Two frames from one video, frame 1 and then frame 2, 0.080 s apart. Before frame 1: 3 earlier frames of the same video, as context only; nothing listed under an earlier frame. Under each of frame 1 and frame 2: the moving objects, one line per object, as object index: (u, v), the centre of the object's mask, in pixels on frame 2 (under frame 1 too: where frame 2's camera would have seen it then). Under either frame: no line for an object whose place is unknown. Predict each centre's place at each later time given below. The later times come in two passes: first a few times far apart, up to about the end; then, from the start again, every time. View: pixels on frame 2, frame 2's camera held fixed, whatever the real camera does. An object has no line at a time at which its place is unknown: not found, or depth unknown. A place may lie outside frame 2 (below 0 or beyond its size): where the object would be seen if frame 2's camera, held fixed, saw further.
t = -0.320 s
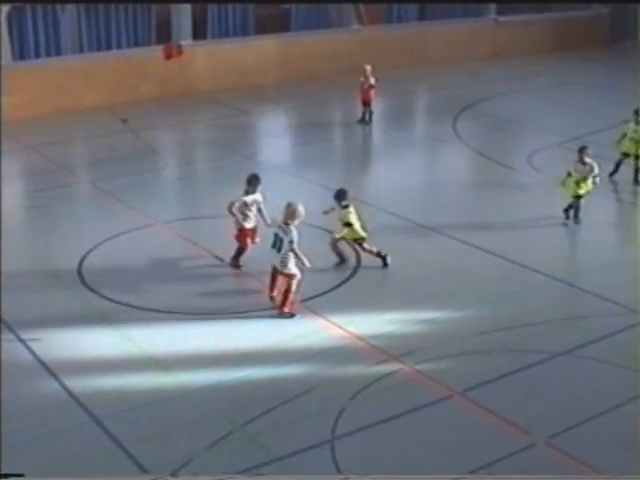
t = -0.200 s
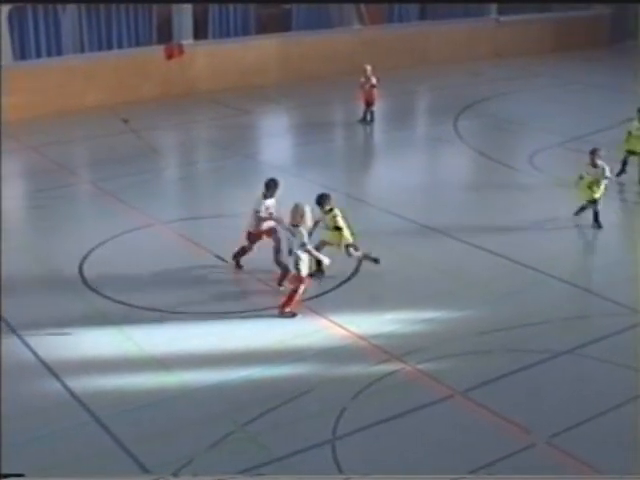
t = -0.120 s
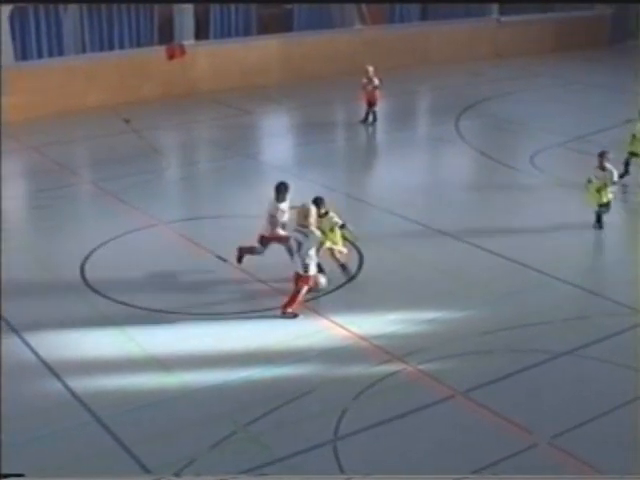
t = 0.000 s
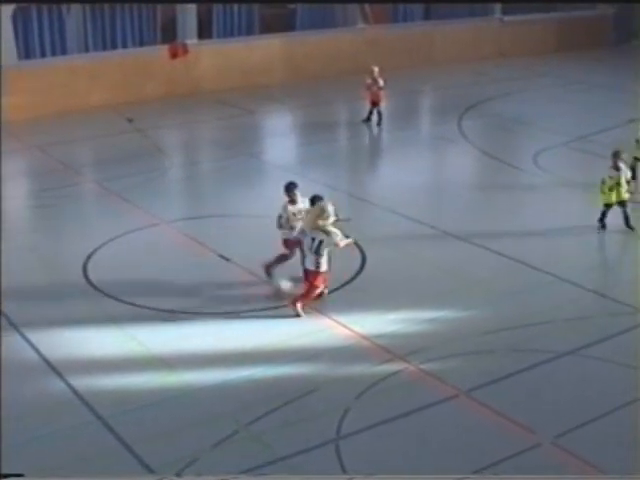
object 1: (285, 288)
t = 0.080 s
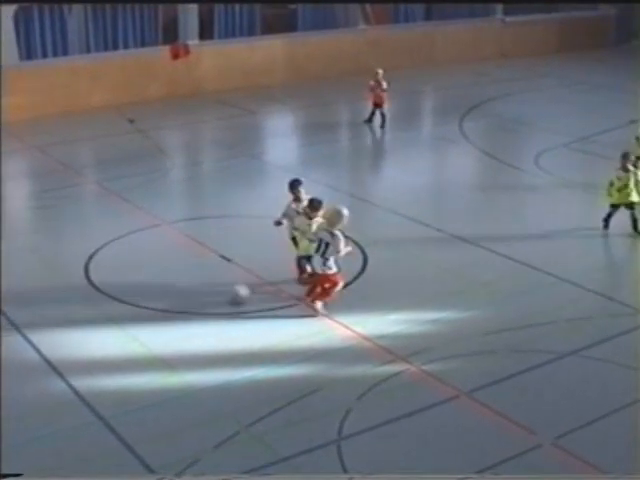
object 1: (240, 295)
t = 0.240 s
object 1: (158, 305)
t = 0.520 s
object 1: (39, 320)
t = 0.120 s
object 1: (218, 298)
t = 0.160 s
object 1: (197, 301)
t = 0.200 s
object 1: (178, 302)
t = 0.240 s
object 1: (158, 305)
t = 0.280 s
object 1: (139, 309)
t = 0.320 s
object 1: (122, 311)
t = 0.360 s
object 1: (104, 313)
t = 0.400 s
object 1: (87, 316)
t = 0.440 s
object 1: (69, 317)
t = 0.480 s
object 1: (55, 318)
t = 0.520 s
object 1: (39, 320)
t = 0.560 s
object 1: (22, 323)
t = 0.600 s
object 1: (6, 325)
